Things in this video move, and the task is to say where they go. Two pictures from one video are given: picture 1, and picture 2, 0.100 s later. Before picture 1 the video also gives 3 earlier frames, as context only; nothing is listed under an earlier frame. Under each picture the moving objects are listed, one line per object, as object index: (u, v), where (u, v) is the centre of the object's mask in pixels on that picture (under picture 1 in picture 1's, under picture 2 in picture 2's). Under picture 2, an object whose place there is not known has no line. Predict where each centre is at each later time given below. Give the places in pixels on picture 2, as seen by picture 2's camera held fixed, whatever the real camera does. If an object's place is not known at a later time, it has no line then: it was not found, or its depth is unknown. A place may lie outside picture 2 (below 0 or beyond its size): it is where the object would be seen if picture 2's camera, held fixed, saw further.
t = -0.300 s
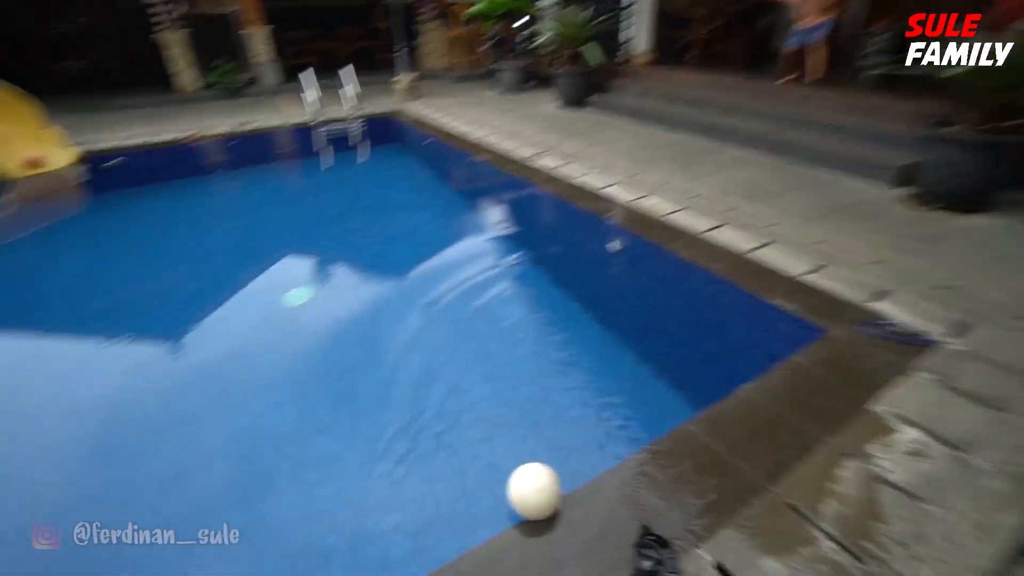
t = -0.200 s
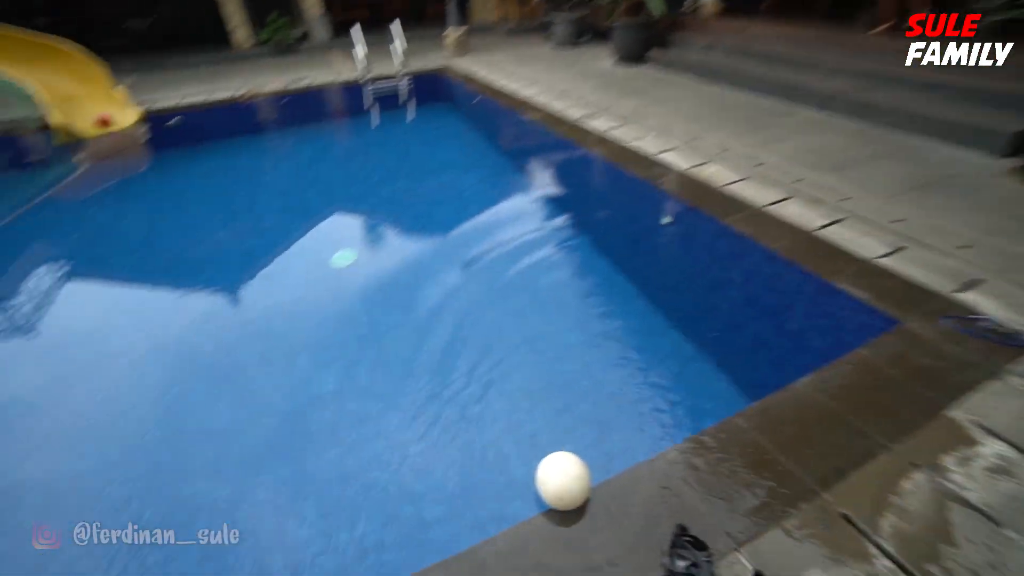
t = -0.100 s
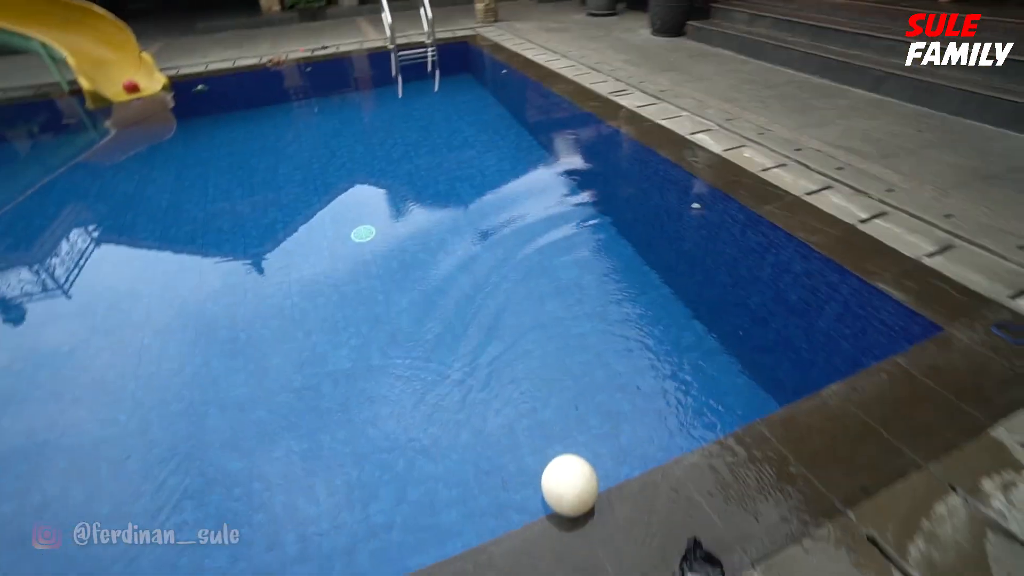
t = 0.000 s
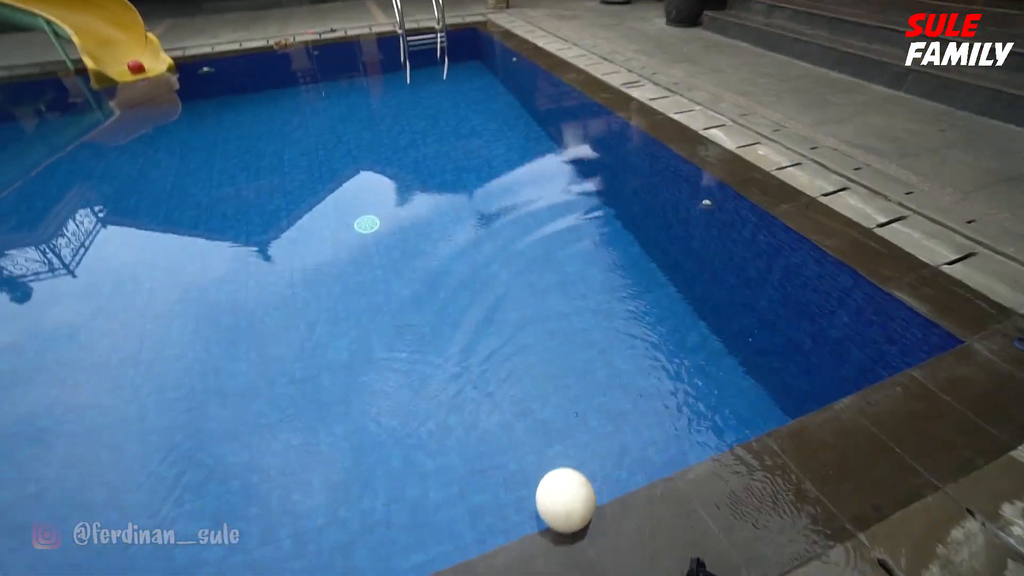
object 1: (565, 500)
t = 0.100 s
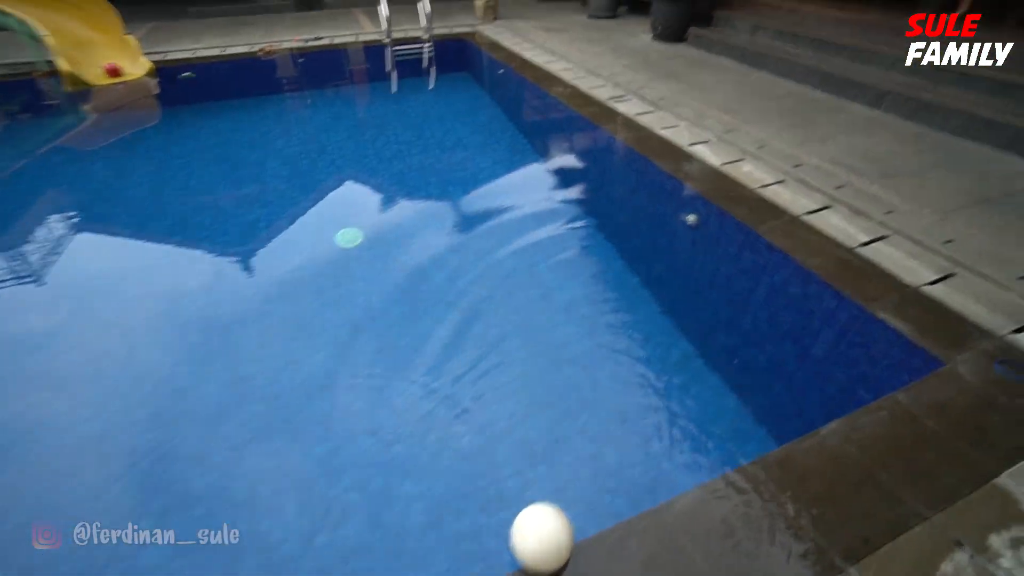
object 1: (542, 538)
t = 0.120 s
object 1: (540, 538)
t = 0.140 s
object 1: (540, 538)
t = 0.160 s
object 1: (539, 537)
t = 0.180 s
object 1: (538, 538)
